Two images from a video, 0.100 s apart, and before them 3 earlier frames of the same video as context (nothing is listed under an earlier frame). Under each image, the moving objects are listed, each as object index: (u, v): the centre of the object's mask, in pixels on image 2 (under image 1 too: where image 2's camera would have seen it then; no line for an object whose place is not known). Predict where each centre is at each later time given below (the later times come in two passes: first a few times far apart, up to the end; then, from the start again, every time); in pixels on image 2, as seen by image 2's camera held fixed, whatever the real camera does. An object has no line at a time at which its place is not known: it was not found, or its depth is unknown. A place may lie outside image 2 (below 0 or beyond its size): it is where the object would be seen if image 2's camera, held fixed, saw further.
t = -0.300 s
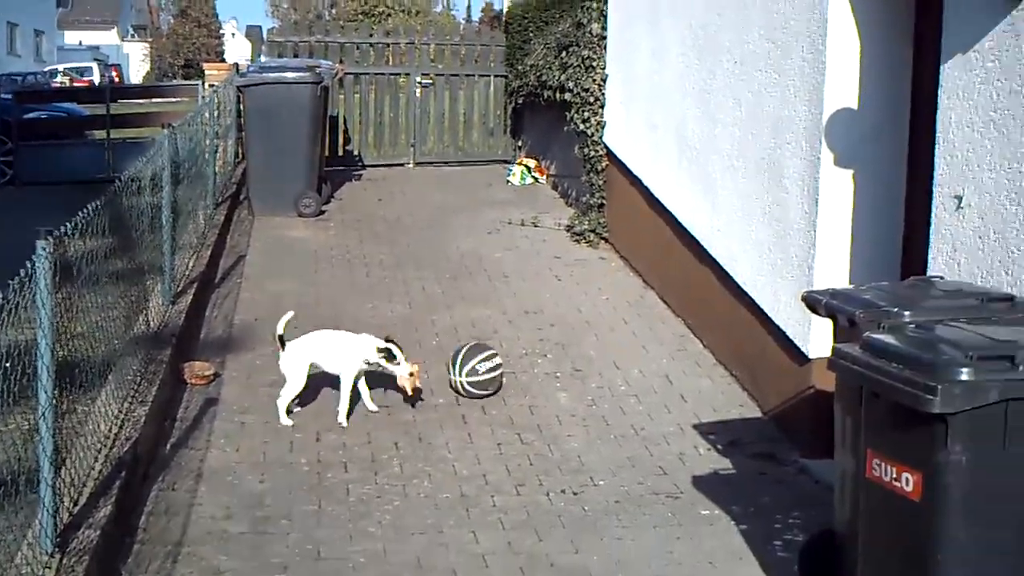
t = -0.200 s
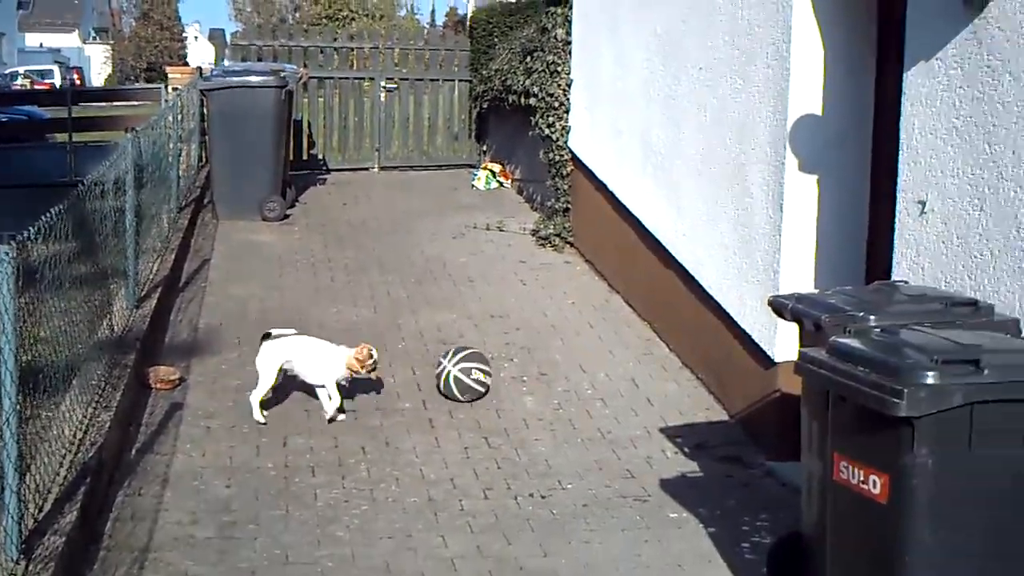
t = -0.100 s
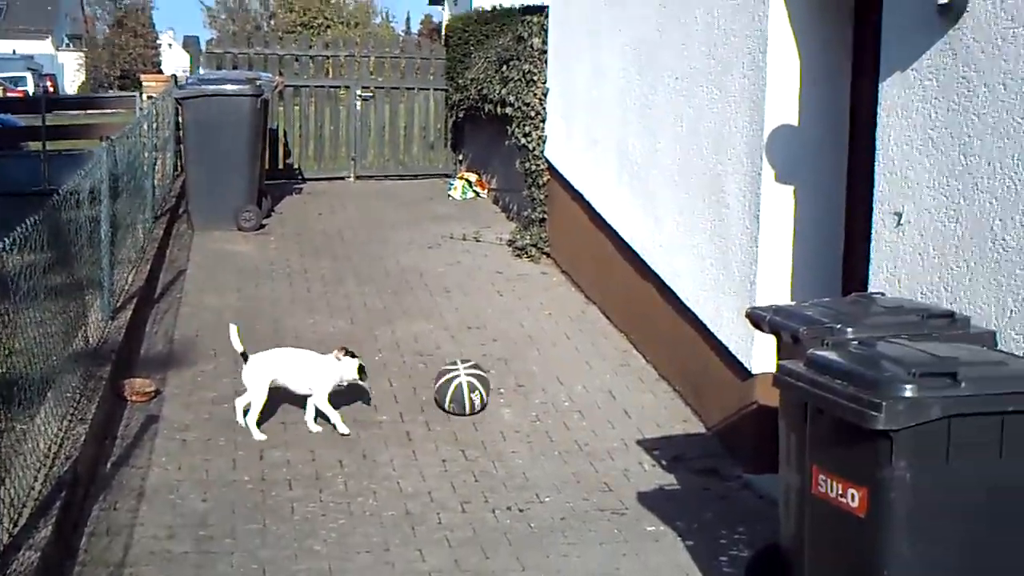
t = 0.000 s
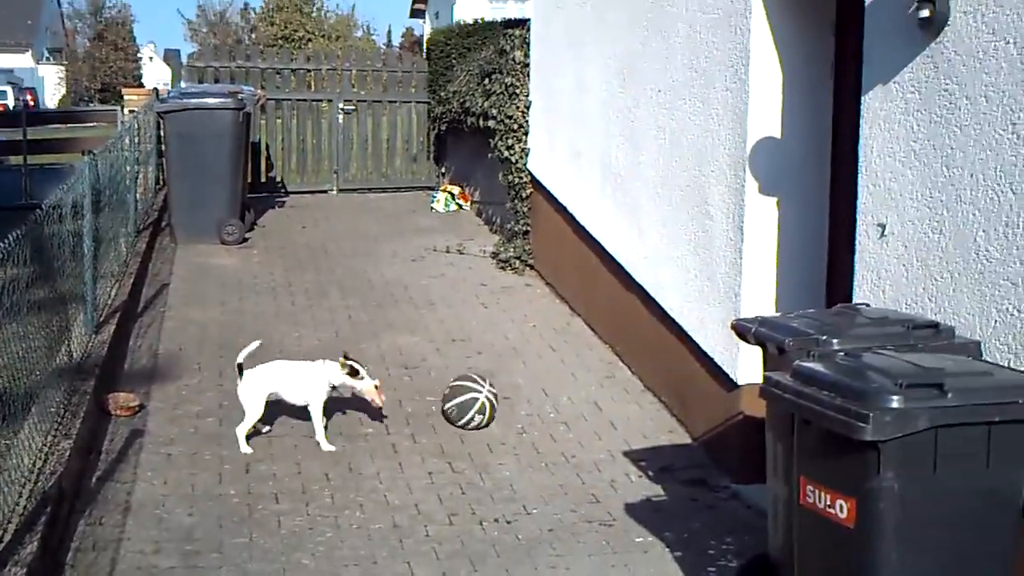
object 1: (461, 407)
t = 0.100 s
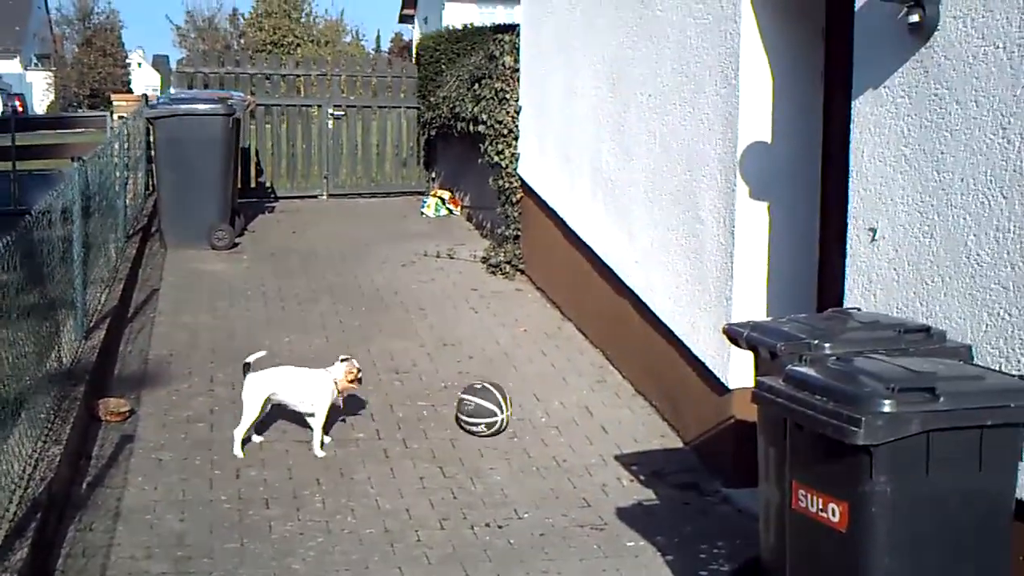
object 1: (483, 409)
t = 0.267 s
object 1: (522, 412)
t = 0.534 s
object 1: (586, 420)
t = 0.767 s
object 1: (644, 433)
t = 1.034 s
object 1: (672, 454)
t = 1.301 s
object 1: (666, 474)
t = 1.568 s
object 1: (674, 492)
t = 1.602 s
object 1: (677, 493)
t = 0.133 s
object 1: (491, 410)
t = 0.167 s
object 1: (499, 410)
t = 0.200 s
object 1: (507, 410)
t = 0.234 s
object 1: (514, 411)
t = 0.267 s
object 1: (522, 412)
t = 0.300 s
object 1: (530, 412)
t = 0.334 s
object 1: (538, 414)
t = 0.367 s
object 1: (546, 413)
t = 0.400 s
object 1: (555, 414)
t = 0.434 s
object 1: (563, 416)
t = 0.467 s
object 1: (571, 416)
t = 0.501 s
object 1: (579, 418)
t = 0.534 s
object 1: (586, 420)
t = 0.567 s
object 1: (596, 420)
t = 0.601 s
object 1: (604, 422)
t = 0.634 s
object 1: (612, 424)
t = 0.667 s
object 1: (620, 426)
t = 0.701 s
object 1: (629, 427)
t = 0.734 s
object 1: (636, 431)
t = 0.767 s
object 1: (644, 433)
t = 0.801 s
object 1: (655, 433)
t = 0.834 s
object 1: (664, 435)
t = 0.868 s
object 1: (672, 437)
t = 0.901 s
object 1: (679, 438)
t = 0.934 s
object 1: (677, 440)
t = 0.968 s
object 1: (673, 444)
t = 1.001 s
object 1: (671, 450)
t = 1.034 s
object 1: (672, 454)
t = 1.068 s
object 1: (671, 457)
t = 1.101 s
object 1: (669, 461)
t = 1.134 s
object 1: (667, 464)
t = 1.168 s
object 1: (668, 466)
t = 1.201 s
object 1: (668, 468)
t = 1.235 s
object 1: (668, 469)
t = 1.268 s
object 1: (666, 473)
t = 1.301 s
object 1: (666, 474)
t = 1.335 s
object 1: (666, 477)
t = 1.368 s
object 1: (668, 479)
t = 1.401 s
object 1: (672, 480)
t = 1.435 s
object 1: (669, 484)
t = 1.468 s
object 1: (670, 485)
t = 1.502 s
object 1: (672, 487)
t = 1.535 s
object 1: (672, 491)
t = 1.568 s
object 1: (674, 492)
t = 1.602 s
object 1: (677, 493)
